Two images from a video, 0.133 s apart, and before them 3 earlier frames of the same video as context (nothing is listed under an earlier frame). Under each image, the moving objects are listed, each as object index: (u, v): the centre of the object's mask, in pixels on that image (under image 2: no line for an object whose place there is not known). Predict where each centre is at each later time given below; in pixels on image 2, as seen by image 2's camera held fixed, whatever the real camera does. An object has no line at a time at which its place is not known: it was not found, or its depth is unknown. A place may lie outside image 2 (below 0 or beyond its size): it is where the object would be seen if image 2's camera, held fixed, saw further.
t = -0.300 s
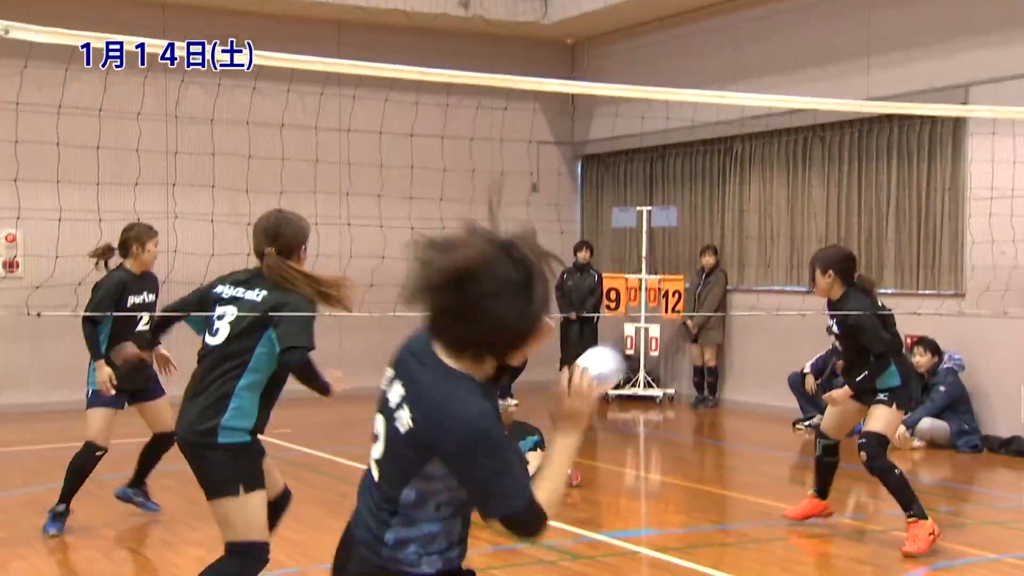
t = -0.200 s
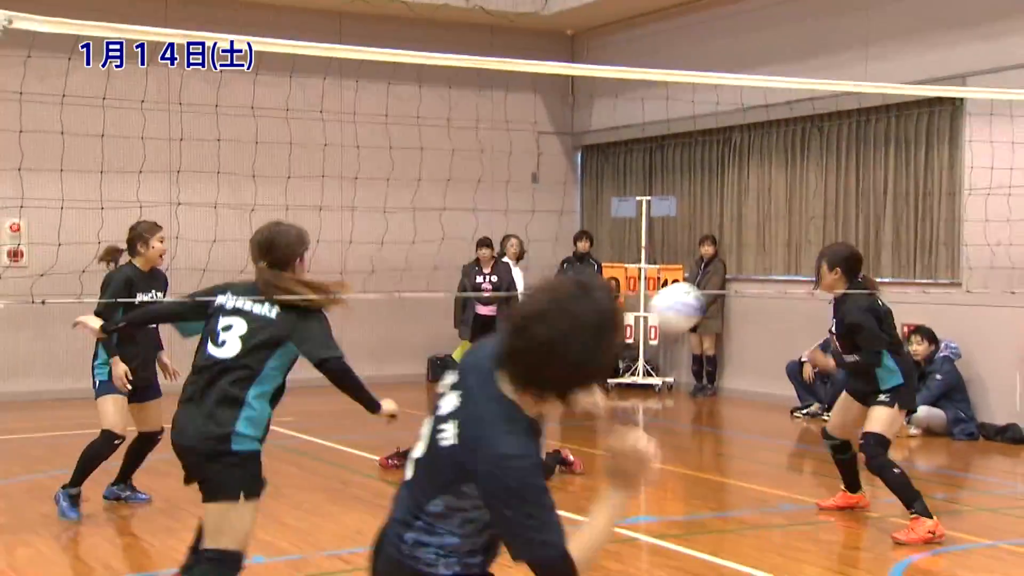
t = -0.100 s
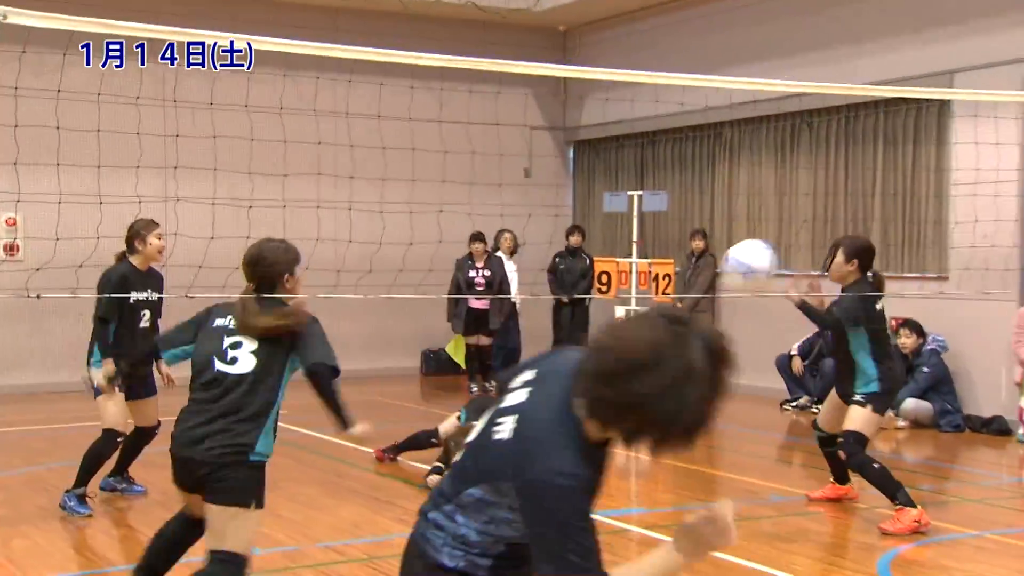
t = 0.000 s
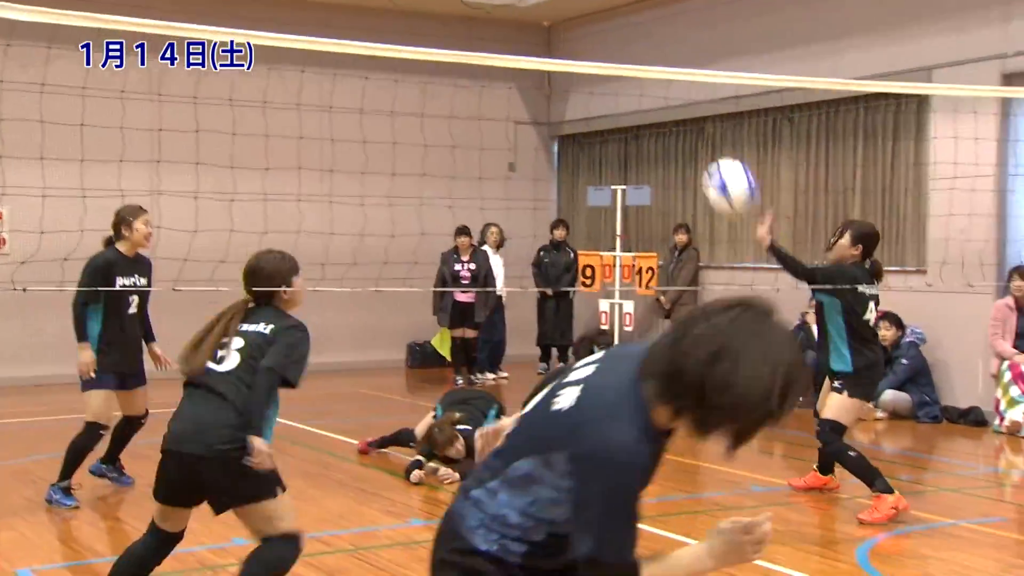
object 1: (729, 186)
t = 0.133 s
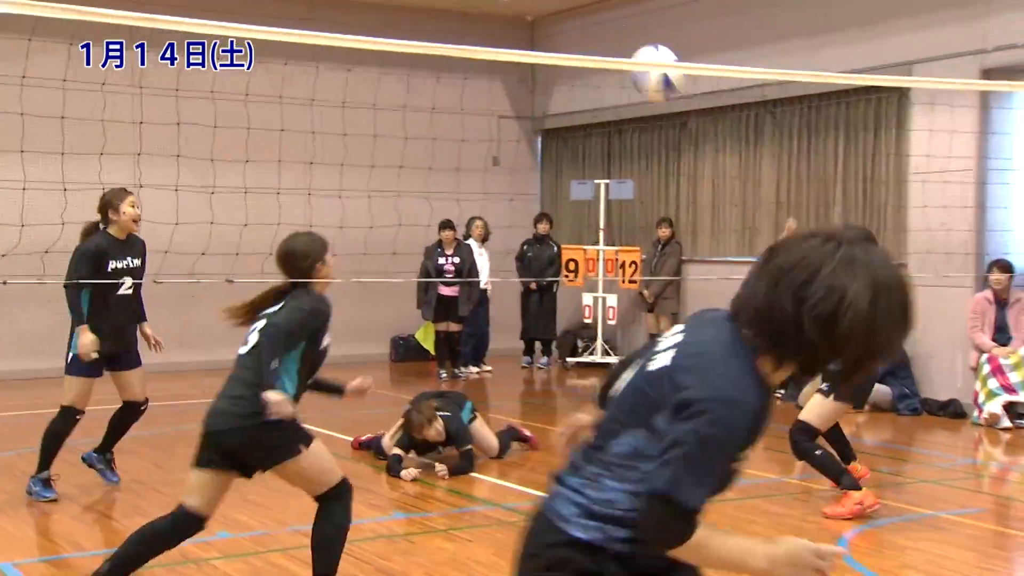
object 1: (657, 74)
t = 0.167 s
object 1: (643, 45)
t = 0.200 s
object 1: (630, 31)
